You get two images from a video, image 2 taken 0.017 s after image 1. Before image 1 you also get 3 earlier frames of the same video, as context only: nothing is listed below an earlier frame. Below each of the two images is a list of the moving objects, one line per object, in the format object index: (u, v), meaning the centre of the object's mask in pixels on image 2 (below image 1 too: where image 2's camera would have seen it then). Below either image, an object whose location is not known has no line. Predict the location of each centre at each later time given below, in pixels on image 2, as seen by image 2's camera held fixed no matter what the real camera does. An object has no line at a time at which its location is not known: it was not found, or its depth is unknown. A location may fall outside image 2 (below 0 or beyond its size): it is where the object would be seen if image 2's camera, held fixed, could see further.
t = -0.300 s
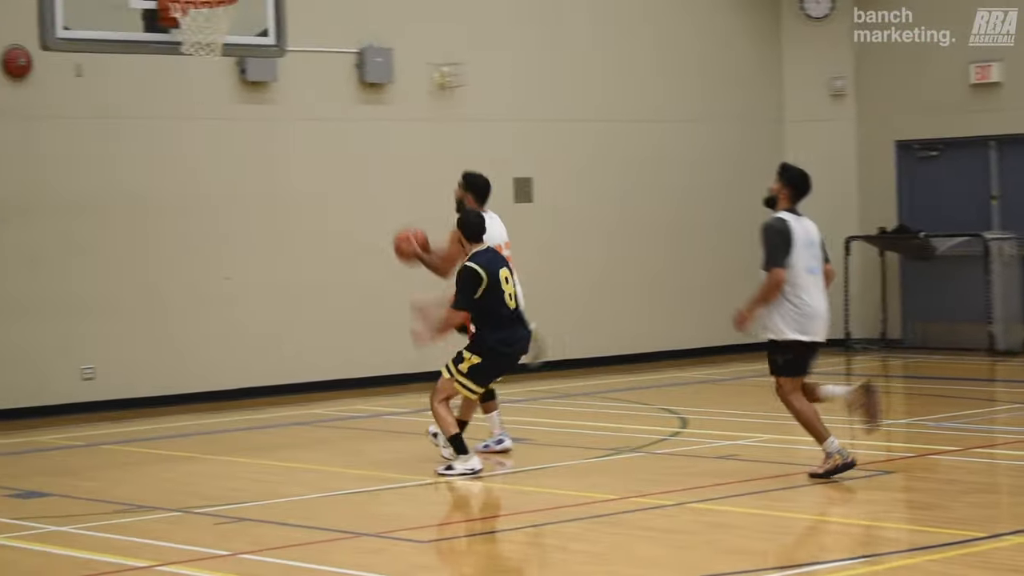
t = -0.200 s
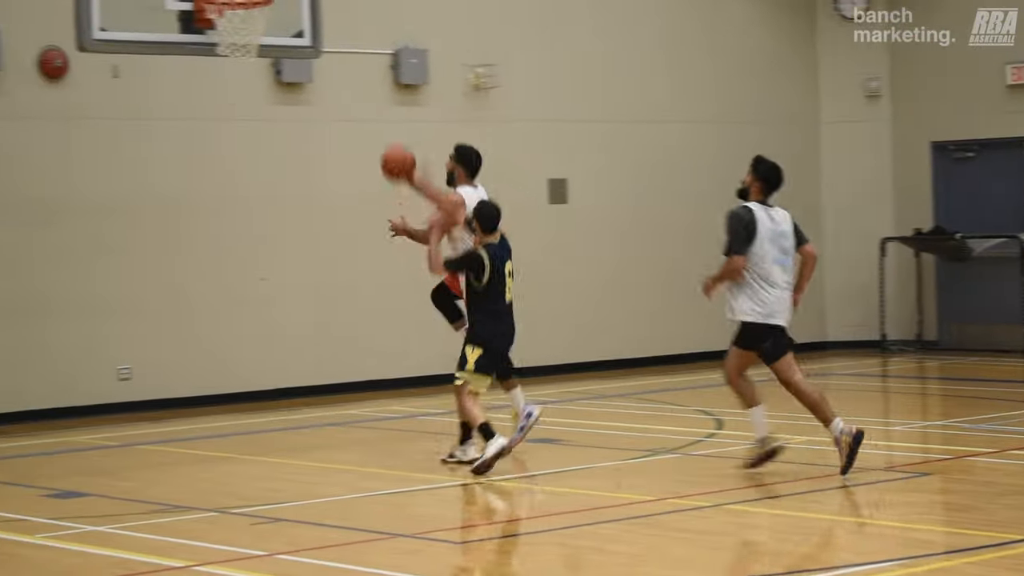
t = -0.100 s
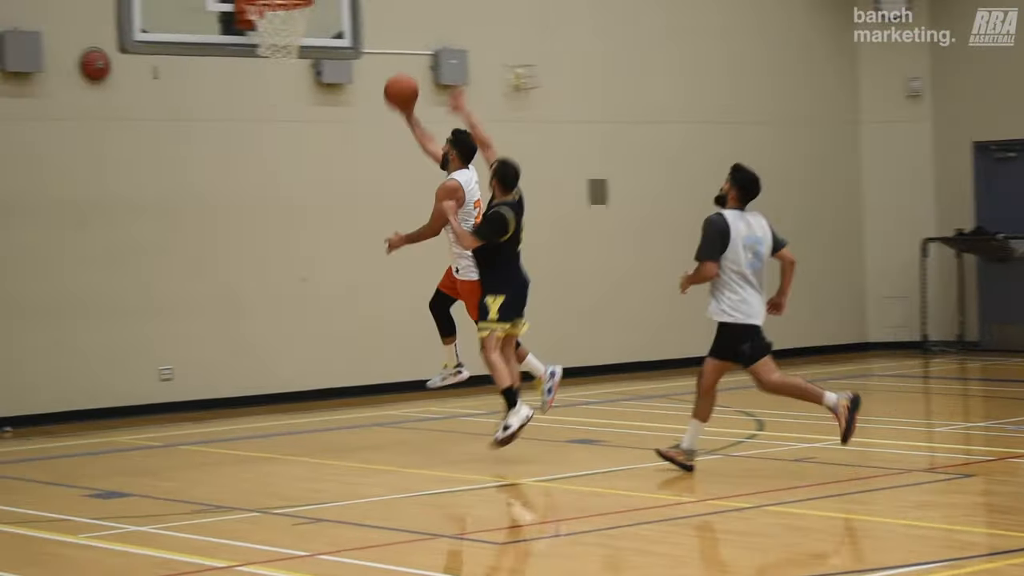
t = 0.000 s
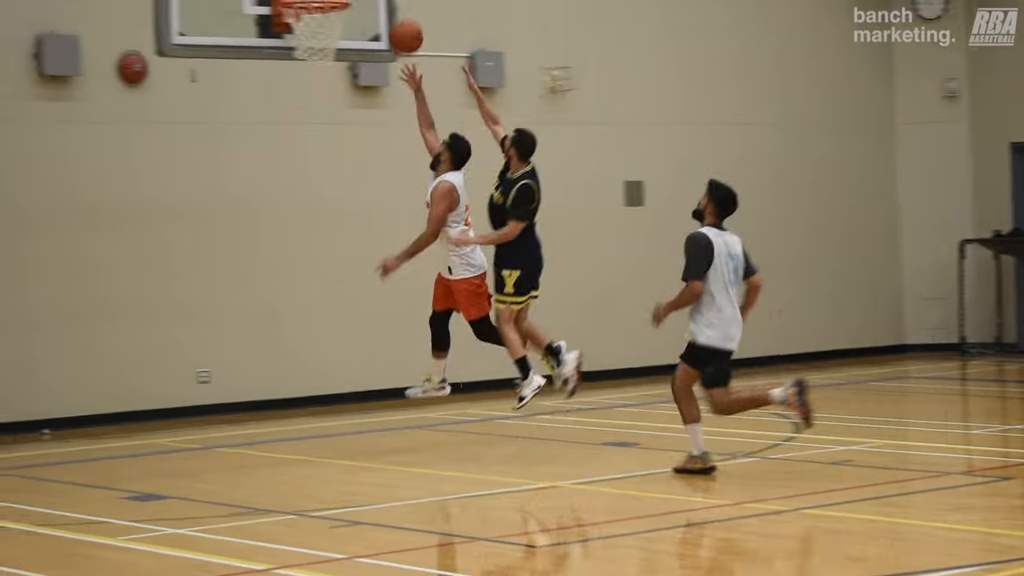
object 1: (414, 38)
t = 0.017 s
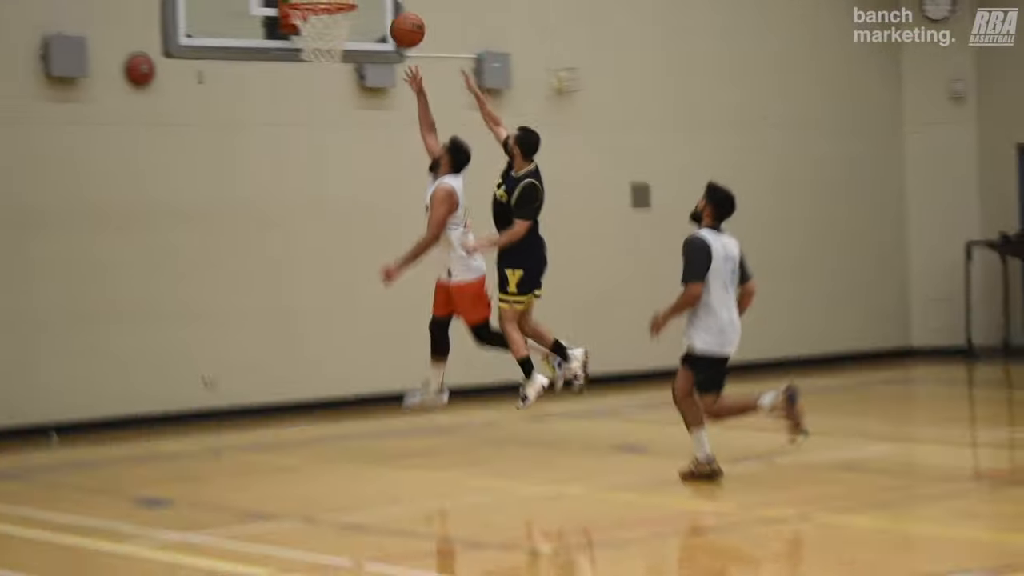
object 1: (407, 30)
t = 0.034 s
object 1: (401, 22)
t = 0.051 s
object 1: (396, 14)
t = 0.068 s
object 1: (391, 7)
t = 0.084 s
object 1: (386, 0)
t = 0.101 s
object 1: (381, -6)
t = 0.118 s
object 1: (376, -13)
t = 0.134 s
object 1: (371, -18)
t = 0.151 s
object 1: (366, -23)
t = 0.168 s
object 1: (361, -28)
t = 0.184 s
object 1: (356, -32)
